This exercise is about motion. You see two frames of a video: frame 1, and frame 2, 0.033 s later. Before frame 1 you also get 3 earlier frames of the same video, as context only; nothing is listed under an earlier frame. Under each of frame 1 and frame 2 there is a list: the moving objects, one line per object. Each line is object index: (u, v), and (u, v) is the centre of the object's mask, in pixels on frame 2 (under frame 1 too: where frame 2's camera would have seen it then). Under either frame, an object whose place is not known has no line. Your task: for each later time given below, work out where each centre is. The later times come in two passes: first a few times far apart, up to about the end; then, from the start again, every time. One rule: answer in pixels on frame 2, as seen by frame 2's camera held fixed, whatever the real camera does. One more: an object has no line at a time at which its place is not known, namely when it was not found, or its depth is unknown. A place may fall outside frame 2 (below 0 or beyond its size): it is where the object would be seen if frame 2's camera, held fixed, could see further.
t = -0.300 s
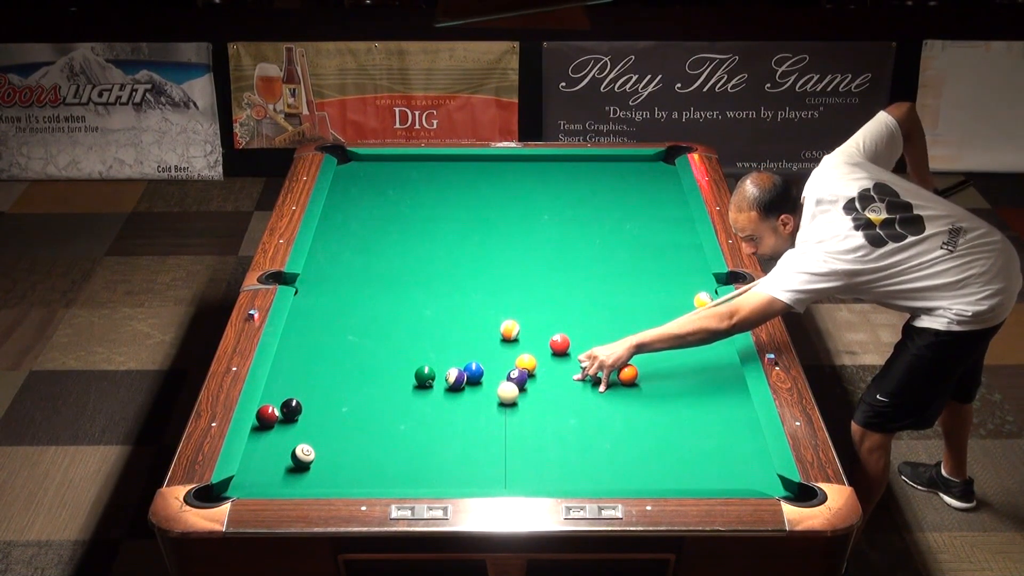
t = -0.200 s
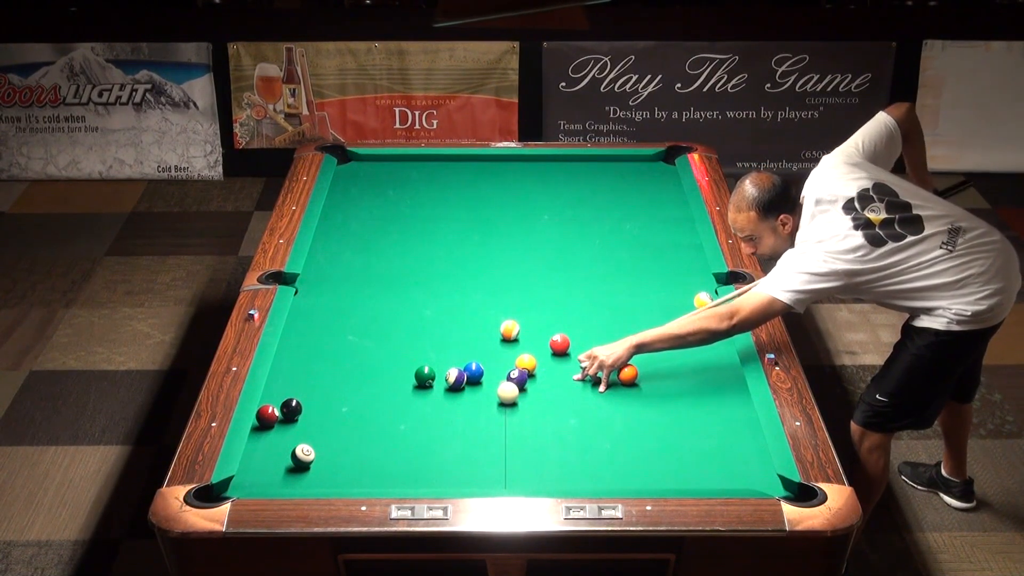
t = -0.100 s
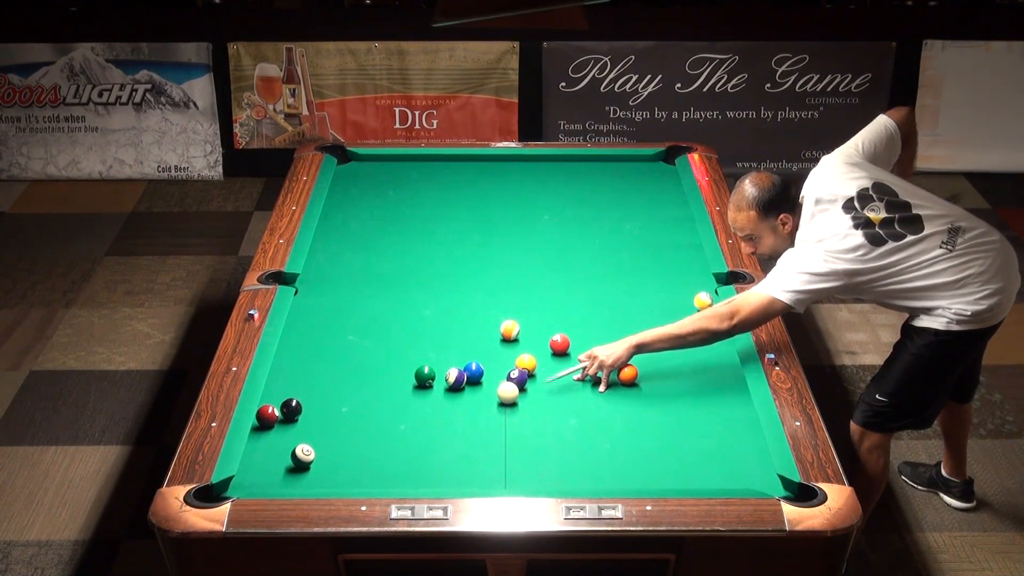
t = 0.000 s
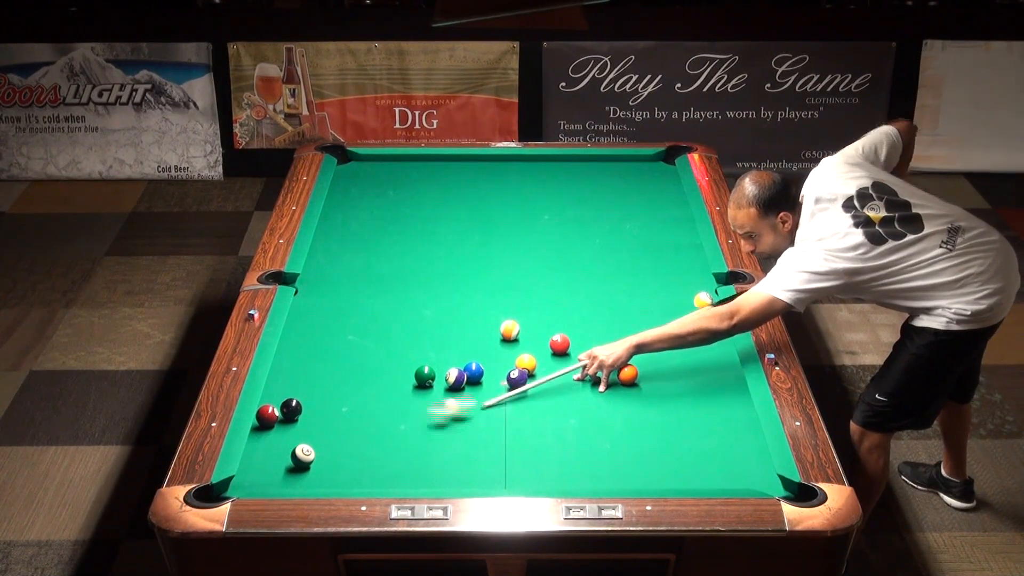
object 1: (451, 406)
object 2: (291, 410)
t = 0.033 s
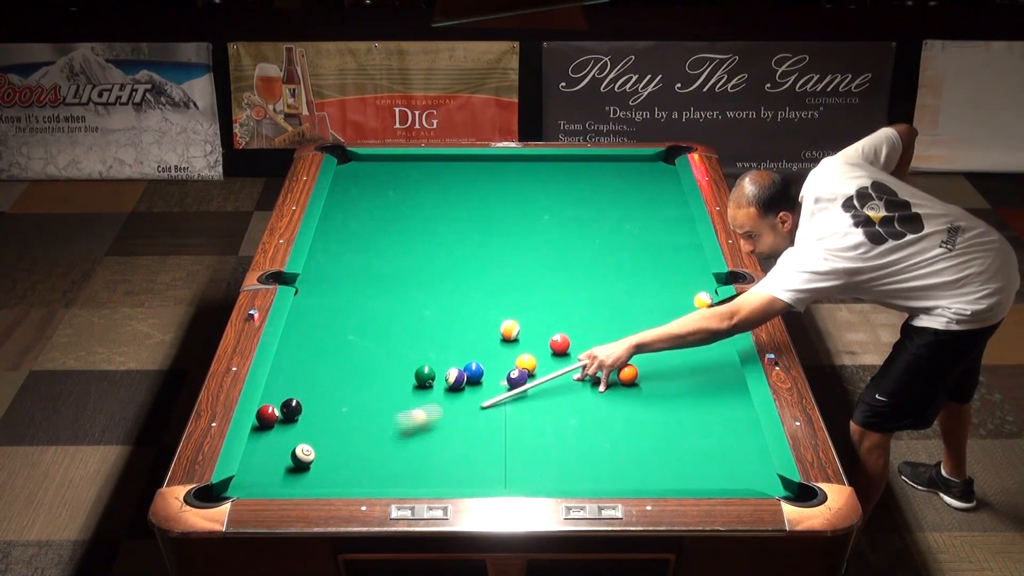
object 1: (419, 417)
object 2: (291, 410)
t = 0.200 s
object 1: (309, 441)
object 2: (291, 409)
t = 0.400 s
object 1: (302, 423)
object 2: (290, 408)
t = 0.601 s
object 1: (314, 411)
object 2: (283, 404)
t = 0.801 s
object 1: (329, 402)
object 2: (272, 397)
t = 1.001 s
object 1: (343, 394)
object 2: (280, 396)
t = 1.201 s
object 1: (356, 387)
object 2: (287, 392)
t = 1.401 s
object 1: (368, 381)
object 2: (294, 390)
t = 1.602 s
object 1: (379, 375)
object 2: (299, 388)
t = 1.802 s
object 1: (389, 369)
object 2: (304, 386)
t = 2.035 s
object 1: (400, 363)
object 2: (309, 385)
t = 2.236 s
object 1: (408, 358)
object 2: (311, 384)
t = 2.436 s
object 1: (415, 355)
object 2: (313, 383)
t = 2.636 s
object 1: (421, 351)
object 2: (313, 383)
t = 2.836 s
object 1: (427, 349)
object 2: (313, 383)
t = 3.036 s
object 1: (431, 346)
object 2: (313, 383)
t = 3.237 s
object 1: (435, 344)
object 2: (313, 383)
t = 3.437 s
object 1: (438, 343)
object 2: (313, 383)
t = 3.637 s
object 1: (441, 342)
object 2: (313, 383)
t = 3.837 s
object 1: (442, 341)
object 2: (313, 383)
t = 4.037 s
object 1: (443, 340)
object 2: (313, 383)
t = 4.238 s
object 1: (444, 341)
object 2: (313, 383)
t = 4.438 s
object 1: (443, 340)
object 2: (313, 383)
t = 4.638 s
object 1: (443, 341)
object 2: (313, 383)
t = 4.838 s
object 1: (443, 341)
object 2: (313, 383)
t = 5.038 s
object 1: (443, 341)
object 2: (313, 383)
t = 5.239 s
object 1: (443, 341)
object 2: (313, 383)
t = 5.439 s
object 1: (443, 341)
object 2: (313, 383)
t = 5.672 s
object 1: (444, 341)
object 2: (313, 383)
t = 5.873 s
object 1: (443, 341)
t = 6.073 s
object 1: (443, 341)
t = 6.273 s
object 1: (443, 341)
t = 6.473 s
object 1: (443, 341)
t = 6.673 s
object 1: (443, 341)
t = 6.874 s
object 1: (443, 341)
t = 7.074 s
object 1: (443, 341)
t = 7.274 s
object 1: (443, 341)
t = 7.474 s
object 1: (443, 341)
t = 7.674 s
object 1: (443, 341)
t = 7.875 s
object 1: (443, 341)
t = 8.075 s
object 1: (443, 341)
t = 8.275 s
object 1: (443, 341)
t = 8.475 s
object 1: (443, 341)
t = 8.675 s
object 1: (443, 341)
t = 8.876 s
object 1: (443, 341)
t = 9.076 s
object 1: (443, 341)
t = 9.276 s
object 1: (443, 341)
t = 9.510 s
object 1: (443, 341)
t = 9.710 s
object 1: (443, 341)
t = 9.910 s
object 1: (443, 341)
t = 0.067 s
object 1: (386, 426)
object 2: (291, 410)
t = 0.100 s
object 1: (350, 438)
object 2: (291, 409)
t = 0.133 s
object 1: (321, 446)
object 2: (291, 410)
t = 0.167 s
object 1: (313, 444)
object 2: (291, 409)
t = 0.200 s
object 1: (309, 441)
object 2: (291, 409)
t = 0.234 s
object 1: (306, 438)
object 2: (291, 409)
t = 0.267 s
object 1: (303, 436)
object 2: (291, 409)
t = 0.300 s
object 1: (302, 433)
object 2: (291, 409)
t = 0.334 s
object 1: (302, 429)
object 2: (291, 409)
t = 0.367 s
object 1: (302, 426)
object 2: (290, 409)
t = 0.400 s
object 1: (302, 423)
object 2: (290, 408)
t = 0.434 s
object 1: (302, 420)
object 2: (289, 408)
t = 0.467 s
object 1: (303, 418)
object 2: (289, 408)
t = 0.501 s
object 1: (306, 416)
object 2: (287, 408)
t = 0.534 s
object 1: (308, 414)
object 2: (286, 407)
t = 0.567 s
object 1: (311, 413)
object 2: (285, 406)
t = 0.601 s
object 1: (314, 411)
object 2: (283, 404)
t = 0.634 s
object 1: (316, 410)
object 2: (281, 403)
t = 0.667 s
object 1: (319, 408)
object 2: (279, 401)
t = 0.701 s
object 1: (321, 407)
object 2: (277, 400)
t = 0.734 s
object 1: (324, 405)
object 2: (275, 399)
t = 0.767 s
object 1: (326, 404)
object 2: (272, 398)
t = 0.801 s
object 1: (329, 402)
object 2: (272, 397)
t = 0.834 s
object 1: (331, 401)
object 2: (274, 397)
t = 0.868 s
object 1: (334, 400)
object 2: (275, 397)
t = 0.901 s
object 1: (336, 398)
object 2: (276, 397)
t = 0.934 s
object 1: (338, 397)
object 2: (278, 396)
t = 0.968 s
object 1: (341, 396)
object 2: (279, 396)
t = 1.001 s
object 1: (343, 394)
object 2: (280, 396)
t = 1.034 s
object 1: (345, 393)
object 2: (281, 395)
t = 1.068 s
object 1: (347, 392)
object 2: (282, 395)
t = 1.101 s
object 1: (350, 391)
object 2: (284, 394)
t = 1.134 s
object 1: (352, 390)
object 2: (285, 393)
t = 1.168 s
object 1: (354, 388)
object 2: (286, 392)
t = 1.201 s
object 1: (356, 387)
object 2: (287, 392)
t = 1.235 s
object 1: (358, 386)
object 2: (288, 392)
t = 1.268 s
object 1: (360, 385)
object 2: (289, 391)
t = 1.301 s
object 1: (362, 384)
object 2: (291, 391)
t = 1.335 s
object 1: (364, 383)
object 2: (292, 391)
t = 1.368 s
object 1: (366, 382)
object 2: (293, 390)
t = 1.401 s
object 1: (368, 381)
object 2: (294, 390)
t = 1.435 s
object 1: (370, 380)
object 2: (295, 389)
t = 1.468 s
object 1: (372, 379)
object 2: (296, 389)
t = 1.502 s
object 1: (374, 378)
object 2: (297, 389)
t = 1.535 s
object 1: (375, 376)
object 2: (298, 388)
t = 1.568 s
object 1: (377, 375)
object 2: (298, 388)
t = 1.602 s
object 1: (379, 375)
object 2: (299, 388)
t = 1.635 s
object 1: (381, 374)
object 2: (300, 387)
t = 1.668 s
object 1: (383, 373)
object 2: (301, 387)
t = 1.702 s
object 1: (384, 372)
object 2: (302, 387)
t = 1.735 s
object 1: (386, 371)
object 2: (303, 387)
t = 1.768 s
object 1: (387, 370)
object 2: (303, 386)
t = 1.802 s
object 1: (389, 369)
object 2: (304, 386)
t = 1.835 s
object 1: (391, 368)
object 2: (305, 386)
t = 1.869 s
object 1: (392, 367)
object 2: (306, 386)
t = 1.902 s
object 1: (394, 366)
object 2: (306, 386)
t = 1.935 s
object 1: (395, 366)
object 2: (307, 385)
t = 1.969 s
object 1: (397, 365)
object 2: (307, 385)
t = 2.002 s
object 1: (398, 364)
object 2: (308, 385)
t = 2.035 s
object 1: (400, 363)
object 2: (309, 385)
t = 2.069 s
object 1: (401, 362)
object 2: (309, 385)
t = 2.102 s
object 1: (402, 362)
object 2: (310, 385)
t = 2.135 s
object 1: (404, 361)
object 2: (310, 385)
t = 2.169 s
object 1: (405, 360)
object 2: (311, 384)
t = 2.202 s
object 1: (406, 359)
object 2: (311, 384)
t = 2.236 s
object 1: (408, 358)
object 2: (311, 384)
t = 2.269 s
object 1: (409, 358)
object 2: (312, 384)
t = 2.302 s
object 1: (410, 357)
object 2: (312, 384)
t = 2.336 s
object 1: (411, 357)
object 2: (312, 384)
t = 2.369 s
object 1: (412, 356)
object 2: (313, 384)
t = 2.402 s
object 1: (414, 355)
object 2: (313, 383)
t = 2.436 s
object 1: (415, 355)
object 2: (313, 383)
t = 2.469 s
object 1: (416, 354)
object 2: (313, 383)
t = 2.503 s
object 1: (417, 354)
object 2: (313, 383)
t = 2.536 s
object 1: (418, 353)
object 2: (313, 383)
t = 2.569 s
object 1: (419, 353)
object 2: (313, 383)
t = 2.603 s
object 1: (420, 352)
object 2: (313, 383)
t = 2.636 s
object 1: (421, 351)
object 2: (313, 383)
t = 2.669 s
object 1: (422, 351)
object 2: (313, 383)
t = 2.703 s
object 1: (423, 350)
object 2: (313, 383)
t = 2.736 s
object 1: (424, 350)
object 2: (313, 383)
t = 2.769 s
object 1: (425, 349)
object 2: (313, 383)
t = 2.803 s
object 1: (426, 349)
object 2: (313, 383)
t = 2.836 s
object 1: (427, 349)
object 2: (313, 383)
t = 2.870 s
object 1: (427, 348)
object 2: (313, 383)
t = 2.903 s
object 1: (428, 348)
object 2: (313, 383)
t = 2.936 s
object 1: (429, 347)
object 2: (313, 383)
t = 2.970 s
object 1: (430, 347)
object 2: (313, 383)
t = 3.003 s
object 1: (430, 346)
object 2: (313, 383)
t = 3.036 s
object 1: (431, 346)
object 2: (313, 383)
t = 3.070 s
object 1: (432, 346)
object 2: (313, 383)
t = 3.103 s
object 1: (433, 345)
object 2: (313, 383)
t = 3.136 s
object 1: (433, 345)
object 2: (313, 383)
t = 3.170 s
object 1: (434, 345)
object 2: (313, 383)
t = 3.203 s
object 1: (434, 344)
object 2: (313, 383)
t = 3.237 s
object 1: (435, 344)
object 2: (313, 383)
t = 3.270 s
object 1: (436, 344)
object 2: (313, 383)
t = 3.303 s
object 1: (436, 344)
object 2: (313, 383)
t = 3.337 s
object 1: (437, 344)
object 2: (313, 383)
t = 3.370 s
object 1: (437, 343)
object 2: (313, 383)
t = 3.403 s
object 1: (438, 343)
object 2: (313, 383)
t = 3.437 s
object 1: (438, 343)
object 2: (313, 383)
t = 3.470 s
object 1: (438, 342)
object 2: (313, 383)
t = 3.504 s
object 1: (439, 342)
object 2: (313, 383)
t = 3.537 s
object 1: (440, 342)
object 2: (313, 383)
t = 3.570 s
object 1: (440, 342)
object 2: (313, 383)
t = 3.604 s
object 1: (440, 342)
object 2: (313, 383)
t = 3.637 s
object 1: (441, 342)
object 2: (313, 383)
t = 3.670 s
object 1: (441, 342)
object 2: (313, 383)
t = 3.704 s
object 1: (441, 342)
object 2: (313, 383)
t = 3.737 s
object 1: (442, 341)
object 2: (313, 383)
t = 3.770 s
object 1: (442, 341)
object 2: (313, 383)
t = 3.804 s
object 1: (442, 341)
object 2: (313, 383)
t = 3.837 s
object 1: (442, 341)
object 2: (313, 383)
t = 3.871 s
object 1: (443, 341)
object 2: (313, 383)
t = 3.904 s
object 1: (443, 341)
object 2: (313, 383)
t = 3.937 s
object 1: (443, 341)
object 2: (313, 383)
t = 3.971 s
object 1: (443, 341)
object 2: (313, 383)
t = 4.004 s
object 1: (443, 341)
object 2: (313, 383)
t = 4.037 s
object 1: (443, 340)
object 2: (313, 383)
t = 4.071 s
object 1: (443, 340)
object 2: (313, 383)
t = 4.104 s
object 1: (443, 340)
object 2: (313, 383)
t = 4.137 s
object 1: (444, 340)
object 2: (313, 383)
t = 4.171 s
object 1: (444, 341)
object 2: (313, 383)
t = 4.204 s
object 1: (444, 341)
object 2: (313, 383)
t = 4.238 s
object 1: (444, 341)
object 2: (313, 383)
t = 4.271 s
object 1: (444, 341)
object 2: (313, 383)
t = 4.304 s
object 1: (444, 340)
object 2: (313, 383)
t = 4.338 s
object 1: (444, 340)
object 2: (313, 383)
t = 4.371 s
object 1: (443, 341)
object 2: (313, 383)
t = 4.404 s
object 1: (443, 341)
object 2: (313, 383)
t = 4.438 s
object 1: (443, 340)
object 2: (313, 383)
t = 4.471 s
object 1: (443, 340)
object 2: (313, 383)
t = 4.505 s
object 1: (443, 340)
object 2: (313, 383)
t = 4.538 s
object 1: (443, 340)
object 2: (313, 383)
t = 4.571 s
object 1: (443, 341)
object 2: (313, 383)
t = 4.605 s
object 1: (443, 341)
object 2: (313, 383)
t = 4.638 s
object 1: (443, 341)
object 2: (313, 383)
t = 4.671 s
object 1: (443, 341)
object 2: (313, 383)
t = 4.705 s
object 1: (443, 341)
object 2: (313, 383)
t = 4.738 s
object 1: (443, 341)
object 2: (313, 383)
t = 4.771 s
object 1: (443, 341)
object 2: (313, 383)
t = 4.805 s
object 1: (443, 341)
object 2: (313, 383)
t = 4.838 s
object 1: (443, 341)
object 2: (313, 383)
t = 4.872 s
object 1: (443, 341)
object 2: (313, 383)
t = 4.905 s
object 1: (443, 341)
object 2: (313, 383)
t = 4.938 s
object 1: (443, 341)
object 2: (313, 383)
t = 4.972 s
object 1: (443, 341)
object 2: (313, 383)
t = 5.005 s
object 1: (443, 341)
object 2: (313, 383)
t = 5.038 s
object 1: (443, 341)
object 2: (313, 383)
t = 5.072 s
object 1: (443, 341)
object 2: (313, 383)
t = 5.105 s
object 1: (443, 341)
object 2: (313, 383)
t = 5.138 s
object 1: (443, 341)
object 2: (313, 383)
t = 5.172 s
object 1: (443, 341)
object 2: (313, 383)
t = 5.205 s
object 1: (443, 341)
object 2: (313, 383)
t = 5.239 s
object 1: (443, 341)
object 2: (313, 383)
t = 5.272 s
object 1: (443, 341)
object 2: (313, 383)
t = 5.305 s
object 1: (443, 341)
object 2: (313, 383)
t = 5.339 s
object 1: (443, 341)
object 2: (313, 383)
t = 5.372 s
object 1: (443, 341)
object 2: (313, 383)
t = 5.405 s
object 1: (443, 341)
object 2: (313, 383)
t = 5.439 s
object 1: (443, 341)
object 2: (313, 383)
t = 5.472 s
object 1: (443, 341)
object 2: (313, 383)
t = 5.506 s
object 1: (443, 341)
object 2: (313, 383)
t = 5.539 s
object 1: (443, 341)
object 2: (313, 383)
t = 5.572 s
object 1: (443, 341)
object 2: (313, 383)
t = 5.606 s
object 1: (443, 341)
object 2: (313, 383)
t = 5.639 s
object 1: (443, 341)
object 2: (313, 383)
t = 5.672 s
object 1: (444, 341)
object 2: (313, 383)
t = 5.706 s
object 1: (443, 341)
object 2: (313, 383)
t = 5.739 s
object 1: (443, 341)
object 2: (313, 383)
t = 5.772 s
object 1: (443, 341)
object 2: (313, 383)
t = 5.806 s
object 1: (443, 341)
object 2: (313, 383)
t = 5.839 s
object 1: (443, 341)
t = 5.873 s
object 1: (443, 341)
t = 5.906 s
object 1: (443, 341)
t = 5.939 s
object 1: (443, 341)
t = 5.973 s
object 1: (443, 341)
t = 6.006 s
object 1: (443, 341)
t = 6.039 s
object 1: (443, 341)
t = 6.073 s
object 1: (443, 341)
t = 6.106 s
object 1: (443, 341)
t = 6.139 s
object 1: (443, 341)
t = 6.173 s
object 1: (443, 341)
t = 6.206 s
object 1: (443, 341)
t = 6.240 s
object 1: (443, 341)
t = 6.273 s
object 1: (443, 341)
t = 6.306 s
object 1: (443, 341)
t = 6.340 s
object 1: (443, 341)
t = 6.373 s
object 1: (443, 341)
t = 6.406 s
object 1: (443, 341)
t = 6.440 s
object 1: (443, 341)
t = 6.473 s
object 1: (443, 341)
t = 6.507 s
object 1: (443, 341)
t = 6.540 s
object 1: (443, 341)
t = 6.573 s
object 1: (443, 341)
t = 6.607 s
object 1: (443, 341)
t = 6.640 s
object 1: (443, 341)
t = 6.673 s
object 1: (443, 341)
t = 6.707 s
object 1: (443, 341)
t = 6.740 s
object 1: (443, 341)
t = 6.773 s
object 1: (443, 341)
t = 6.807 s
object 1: (443, 341)
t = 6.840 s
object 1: (443, 341)
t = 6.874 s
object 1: (443, 341)
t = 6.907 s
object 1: (443, 341)
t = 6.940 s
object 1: (443, 341)
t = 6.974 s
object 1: (443, 341)
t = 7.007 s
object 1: (443, 341)
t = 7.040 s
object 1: (443, 341)
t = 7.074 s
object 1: (443, 341)
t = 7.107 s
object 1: (443, 341)
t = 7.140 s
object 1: (443, 341)
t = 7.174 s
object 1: (443, 341)
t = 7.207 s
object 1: (443, 341)
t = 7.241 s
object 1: (443, 341)
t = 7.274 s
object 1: (443, 341)
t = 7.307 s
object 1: (443, 341)
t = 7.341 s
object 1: (443, 341)
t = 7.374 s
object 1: (443, 341)
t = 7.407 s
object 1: (443, 341)
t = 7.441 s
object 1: (443, 341)
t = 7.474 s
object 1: (443, 341)
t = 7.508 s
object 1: (443, 341)
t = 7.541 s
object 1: (443, 341)
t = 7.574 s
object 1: (443, 341)
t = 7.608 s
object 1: (443, 341)
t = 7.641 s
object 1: (443, 341)
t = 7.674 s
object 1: (443, 341)
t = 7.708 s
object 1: (443, 341)
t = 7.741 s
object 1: (443, 341)
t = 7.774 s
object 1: (443, 341)
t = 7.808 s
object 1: (443, 341)
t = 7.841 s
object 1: (443, 341)
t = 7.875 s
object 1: (443, 341)
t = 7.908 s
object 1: (443, 341)
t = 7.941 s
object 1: (443, 341)
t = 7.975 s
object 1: (443, 341)
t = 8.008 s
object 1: (443, 341)
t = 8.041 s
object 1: (443, 341)
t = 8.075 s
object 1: (443, 341)
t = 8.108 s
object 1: (443, 341)
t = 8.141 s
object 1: (443, 341)
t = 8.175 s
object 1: (443, 341)
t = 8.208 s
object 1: (443, 341)
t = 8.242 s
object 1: (443, 341)
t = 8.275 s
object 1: (443, 341)
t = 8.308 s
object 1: (443, 341)
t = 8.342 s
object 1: (443, 341)
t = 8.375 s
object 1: (443, 341)
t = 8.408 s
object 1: (443, 341)
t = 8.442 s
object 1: (443, 341)
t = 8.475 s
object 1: (443, 341)
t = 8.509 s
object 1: (443, 341)
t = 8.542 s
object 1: (443, 341)
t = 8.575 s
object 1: (443, 341)
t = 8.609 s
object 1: (443, 341)
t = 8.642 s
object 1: (443, 341)
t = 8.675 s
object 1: (443, 341)
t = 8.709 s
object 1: (443, 341)
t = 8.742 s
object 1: (443, 341)
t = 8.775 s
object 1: (443, 341)
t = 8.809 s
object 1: (443, 341)
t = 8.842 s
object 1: (443, 341)
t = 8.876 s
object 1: (443, 341)
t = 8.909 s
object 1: (443, 341)
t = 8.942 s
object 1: (443, 341)
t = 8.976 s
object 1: (443, 341)
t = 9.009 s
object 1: (443, 341)
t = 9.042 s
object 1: (443, 341)
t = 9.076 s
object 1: (443, 341)
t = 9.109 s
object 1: (443, 341)
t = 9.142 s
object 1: (443, 341)
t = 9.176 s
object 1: (443, 341)
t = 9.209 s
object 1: (443, 341)
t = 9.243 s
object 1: (443, 341)
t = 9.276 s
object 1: (443, 341)
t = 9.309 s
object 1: (443, 341)
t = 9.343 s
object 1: (443, 341)
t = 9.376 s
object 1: (443, 341)
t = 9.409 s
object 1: (443, 341)
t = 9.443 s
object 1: (443, 341)
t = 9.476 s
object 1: (443, 341)
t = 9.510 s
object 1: (443, 341)
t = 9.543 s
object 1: (443, 341)
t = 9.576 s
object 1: (443, 341)
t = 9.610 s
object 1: (443, 341)
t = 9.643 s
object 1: (443, 341)
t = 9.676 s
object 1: (443, 341)
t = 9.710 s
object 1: (443, 341)
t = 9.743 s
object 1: (443, 341)
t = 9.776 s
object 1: (443, 341)
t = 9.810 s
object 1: (443, 341)
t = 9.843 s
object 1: (443, 341)
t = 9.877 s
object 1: (443, 341)
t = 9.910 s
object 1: (443, 341)
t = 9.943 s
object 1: (443, 341)
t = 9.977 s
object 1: (443, 341)
